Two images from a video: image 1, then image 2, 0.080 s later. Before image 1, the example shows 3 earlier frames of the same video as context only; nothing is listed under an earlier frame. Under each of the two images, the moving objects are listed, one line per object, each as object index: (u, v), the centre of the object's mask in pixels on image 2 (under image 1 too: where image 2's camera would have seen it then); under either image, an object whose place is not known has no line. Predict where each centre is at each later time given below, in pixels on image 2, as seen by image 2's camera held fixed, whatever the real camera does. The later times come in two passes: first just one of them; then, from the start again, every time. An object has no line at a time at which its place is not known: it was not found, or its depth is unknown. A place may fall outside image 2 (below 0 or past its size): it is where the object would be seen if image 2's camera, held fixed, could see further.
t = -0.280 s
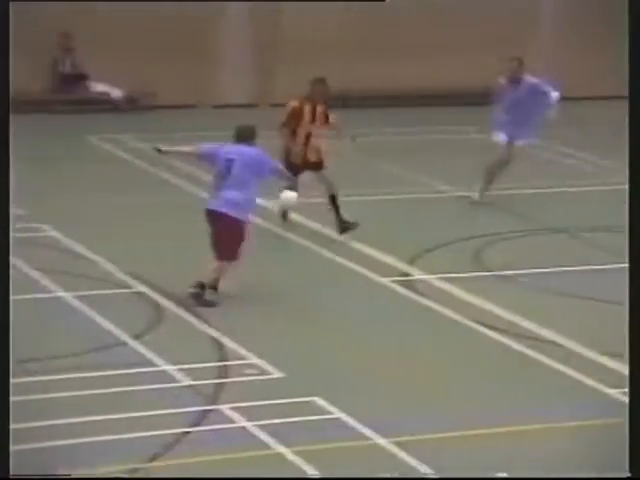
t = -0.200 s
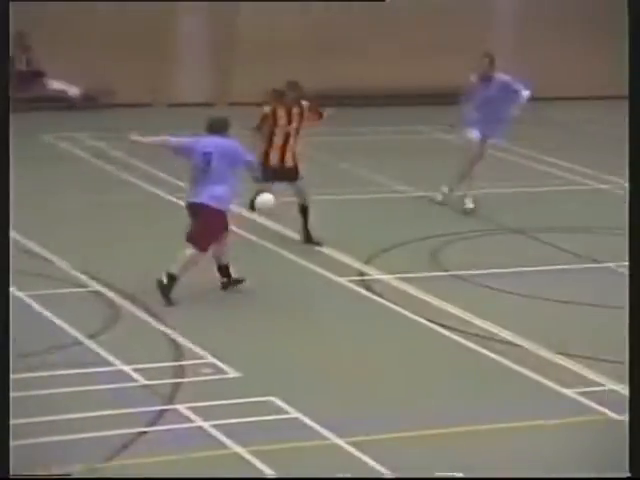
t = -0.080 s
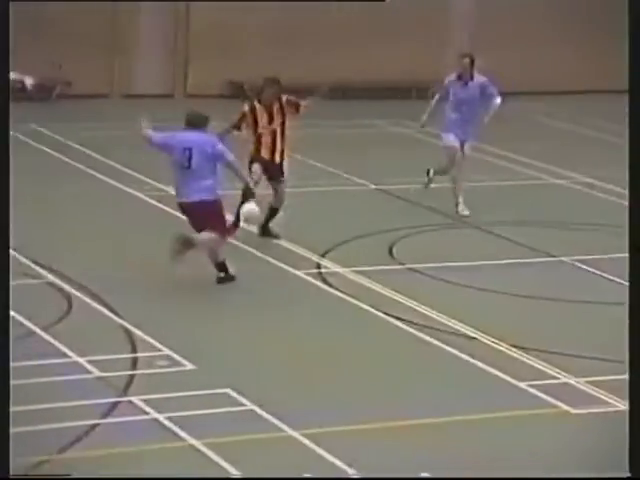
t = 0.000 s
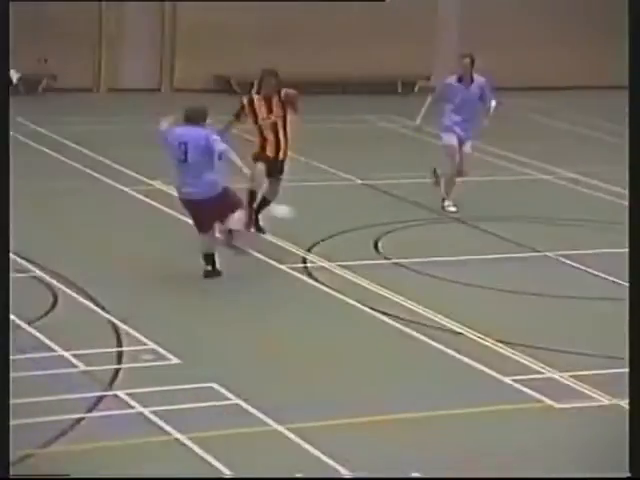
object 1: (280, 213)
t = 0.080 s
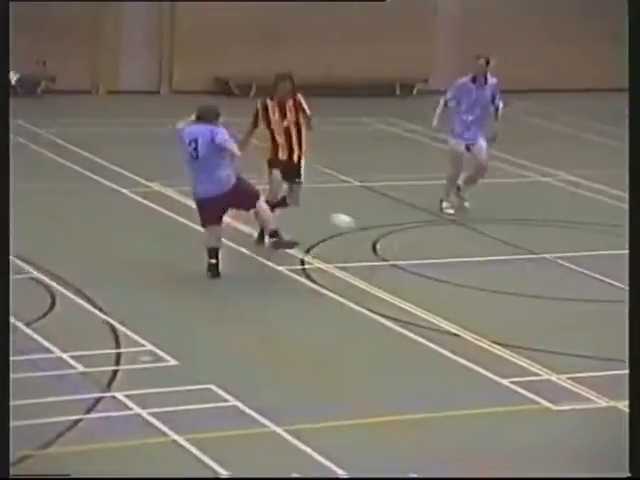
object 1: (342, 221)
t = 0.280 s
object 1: (504, 271)
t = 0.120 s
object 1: (373, 226)
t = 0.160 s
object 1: (404, 235)
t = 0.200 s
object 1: (437, 245)
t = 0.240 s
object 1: (470, 259)
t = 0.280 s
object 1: (504, 271)
